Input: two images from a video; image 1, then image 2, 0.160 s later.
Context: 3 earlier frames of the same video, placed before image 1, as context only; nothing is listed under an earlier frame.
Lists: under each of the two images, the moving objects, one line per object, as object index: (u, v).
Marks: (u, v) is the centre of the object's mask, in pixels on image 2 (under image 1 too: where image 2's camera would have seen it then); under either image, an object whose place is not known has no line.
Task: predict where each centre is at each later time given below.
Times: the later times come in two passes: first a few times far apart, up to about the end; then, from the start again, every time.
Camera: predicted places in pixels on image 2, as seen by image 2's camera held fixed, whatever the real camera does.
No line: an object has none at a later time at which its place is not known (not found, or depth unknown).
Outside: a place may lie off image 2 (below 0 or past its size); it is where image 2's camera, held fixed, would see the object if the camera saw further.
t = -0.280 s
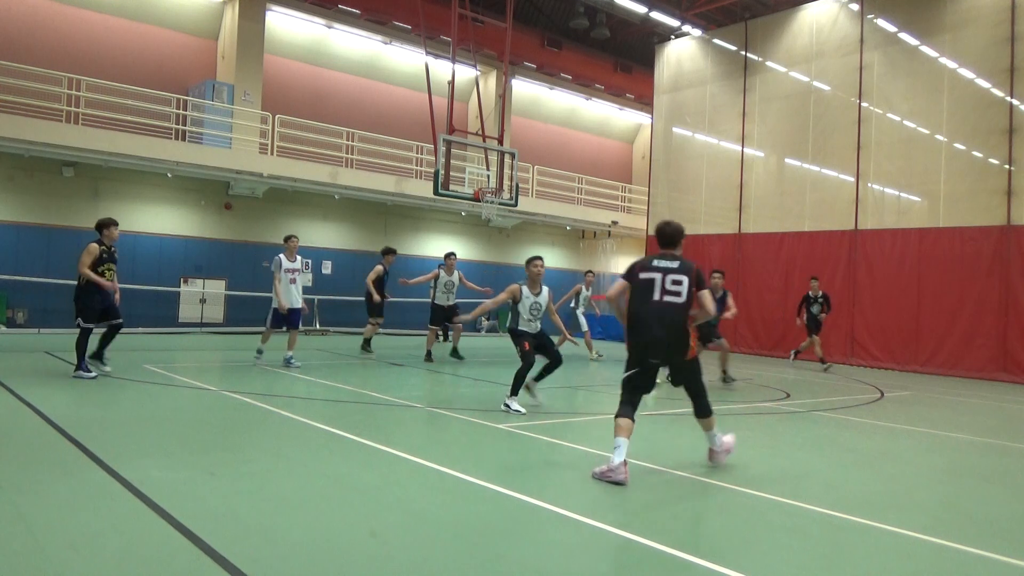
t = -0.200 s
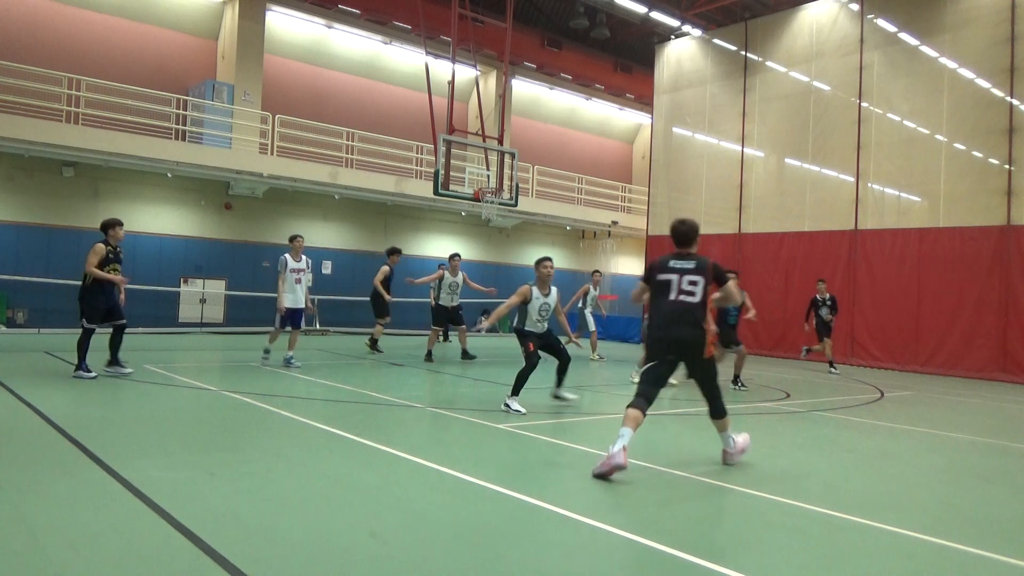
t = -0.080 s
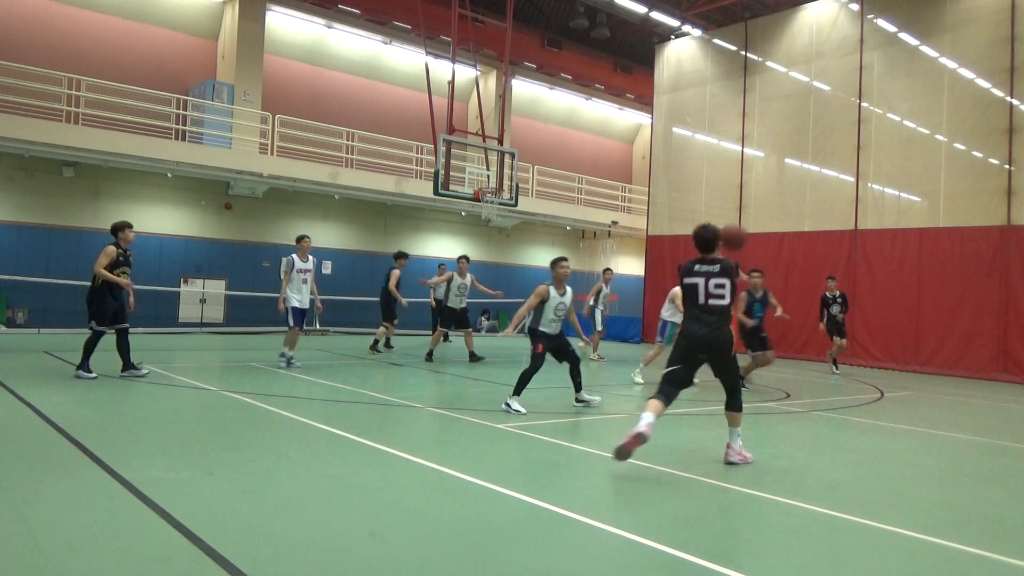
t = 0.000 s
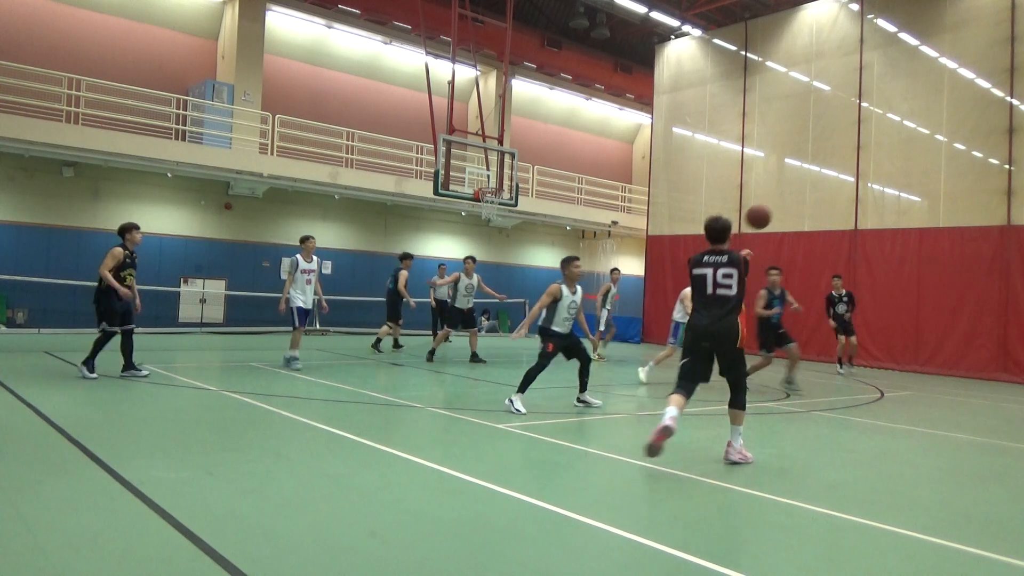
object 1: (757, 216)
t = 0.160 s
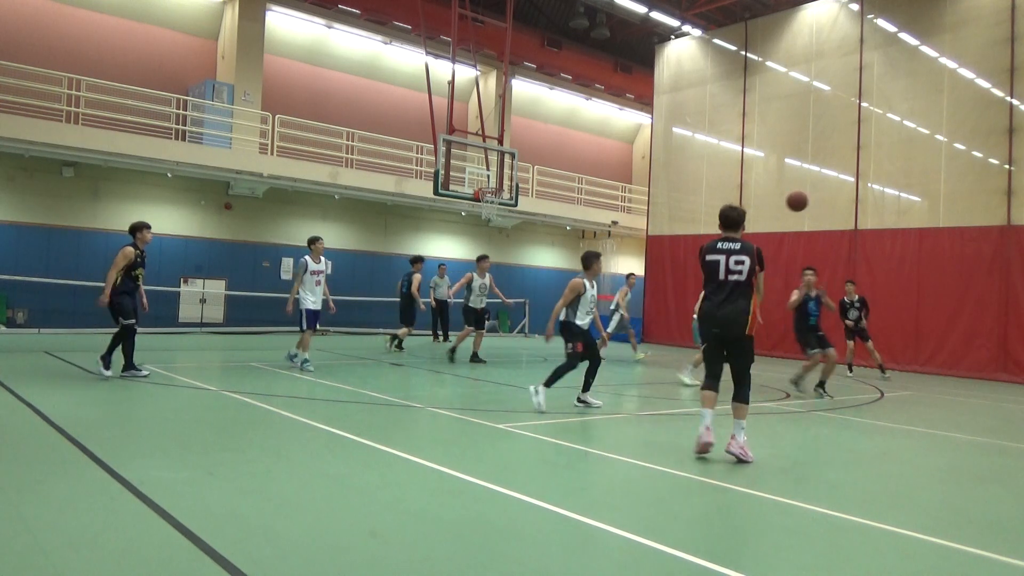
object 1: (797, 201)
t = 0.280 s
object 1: (819, 204)
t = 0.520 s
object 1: (850, 232)
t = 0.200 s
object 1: (805, 201)
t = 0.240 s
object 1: (812, 202)
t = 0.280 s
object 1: (819, 204)
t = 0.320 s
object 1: (825, 207)
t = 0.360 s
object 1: (830, 210)
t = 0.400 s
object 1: (836, 215)
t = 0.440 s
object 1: (841, 220)
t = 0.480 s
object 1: (845, 225)
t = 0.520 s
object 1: (850, 232)
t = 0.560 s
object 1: (854, 238)
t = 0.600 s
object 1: (858, 245)
